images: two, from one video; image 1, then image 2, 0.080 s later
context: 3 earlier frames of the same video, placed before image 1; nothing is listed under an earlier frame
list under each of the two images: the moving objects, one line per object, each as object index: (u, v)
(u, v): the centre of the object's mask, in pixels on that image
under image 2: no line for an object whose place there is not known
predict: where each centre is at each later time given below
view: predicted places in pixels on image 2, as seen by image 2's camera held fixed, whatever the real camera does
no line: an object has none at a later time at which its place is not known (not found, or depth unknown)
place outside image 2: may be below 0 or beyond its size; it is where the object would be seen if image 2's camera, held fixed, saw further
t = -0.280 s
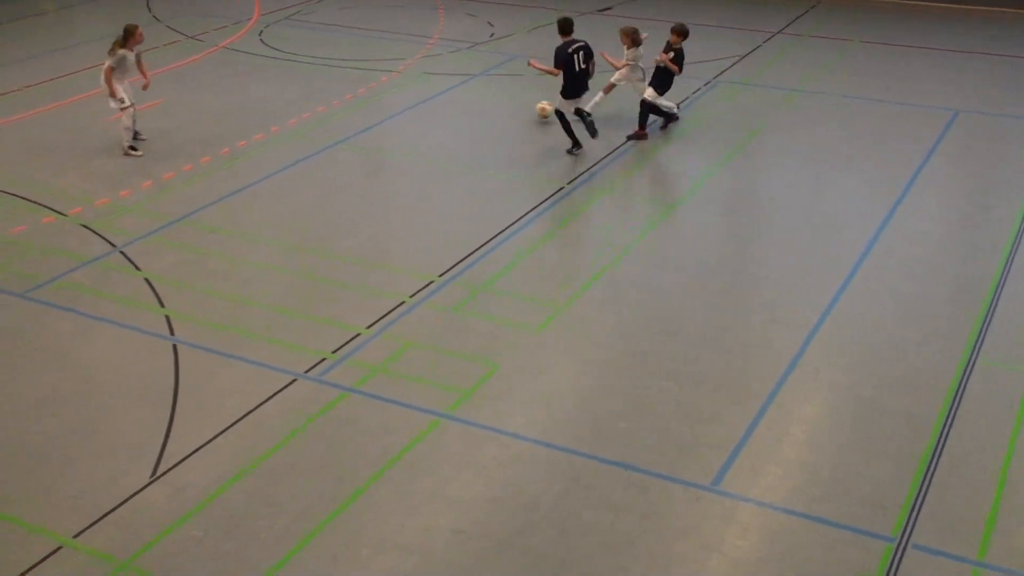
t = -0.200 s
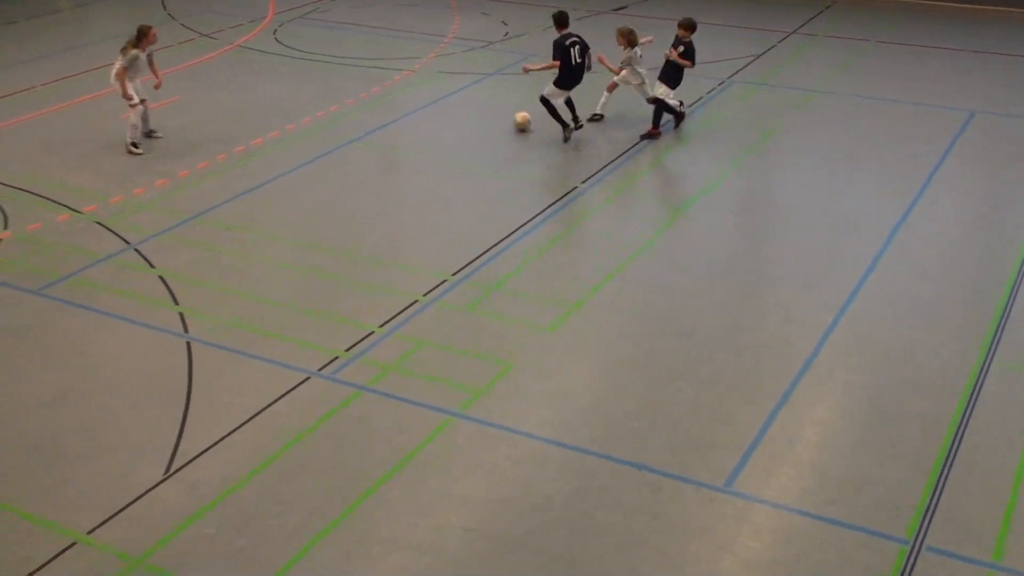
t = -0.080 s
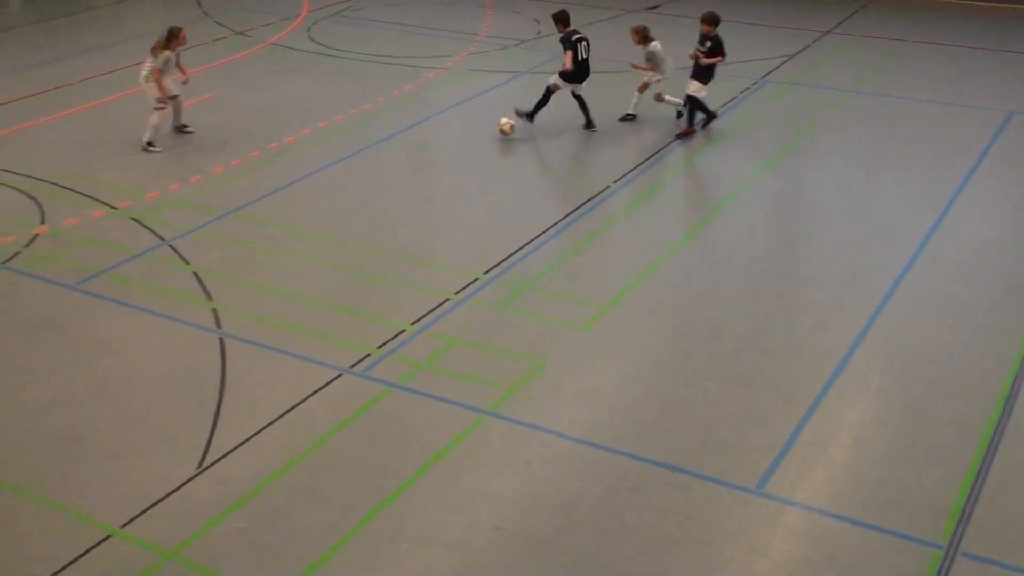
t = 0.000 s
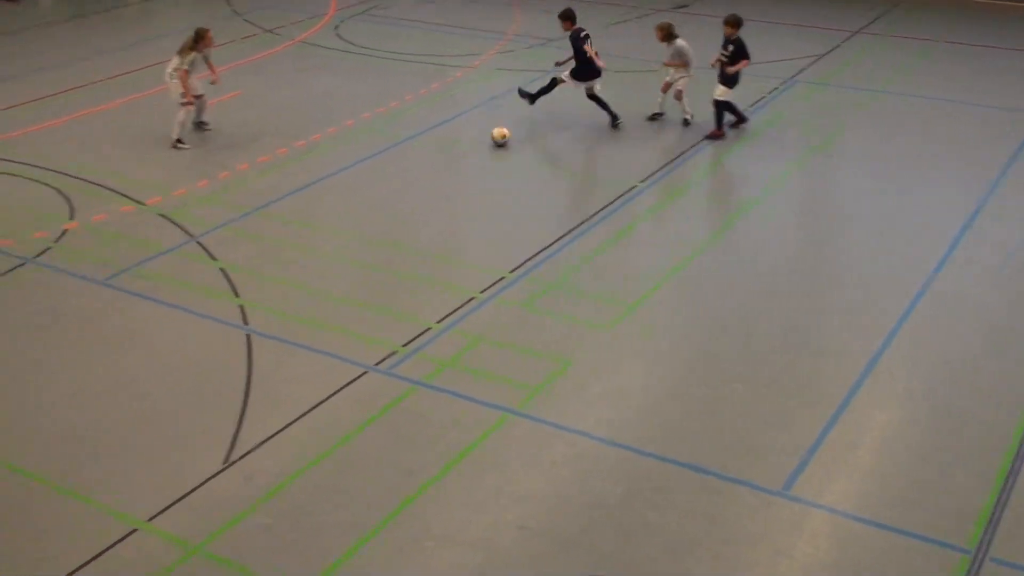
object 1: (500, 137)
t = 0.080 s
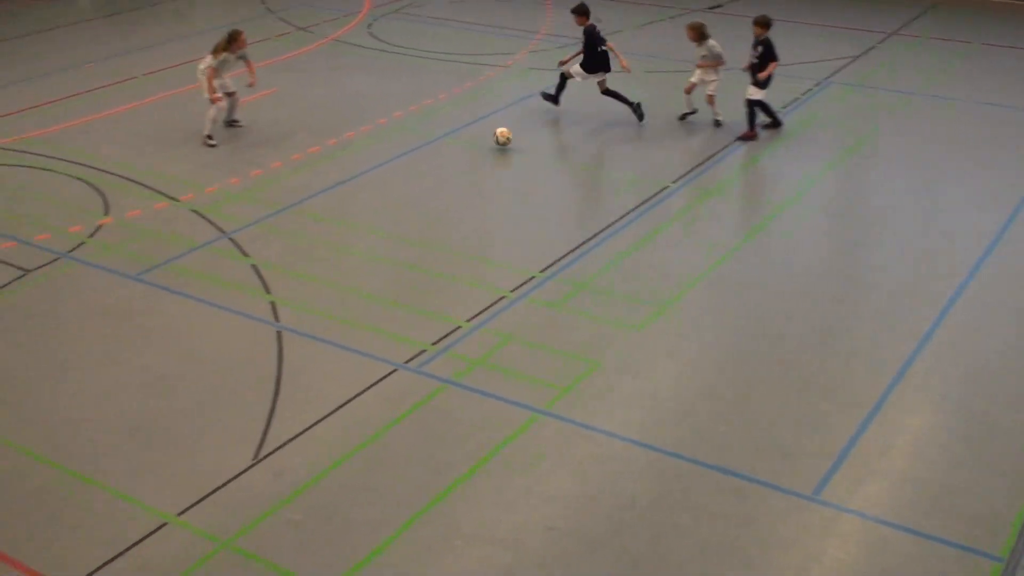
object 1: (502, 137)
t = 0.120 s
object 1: (490, 139)
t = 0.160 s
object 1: (478, 144)
